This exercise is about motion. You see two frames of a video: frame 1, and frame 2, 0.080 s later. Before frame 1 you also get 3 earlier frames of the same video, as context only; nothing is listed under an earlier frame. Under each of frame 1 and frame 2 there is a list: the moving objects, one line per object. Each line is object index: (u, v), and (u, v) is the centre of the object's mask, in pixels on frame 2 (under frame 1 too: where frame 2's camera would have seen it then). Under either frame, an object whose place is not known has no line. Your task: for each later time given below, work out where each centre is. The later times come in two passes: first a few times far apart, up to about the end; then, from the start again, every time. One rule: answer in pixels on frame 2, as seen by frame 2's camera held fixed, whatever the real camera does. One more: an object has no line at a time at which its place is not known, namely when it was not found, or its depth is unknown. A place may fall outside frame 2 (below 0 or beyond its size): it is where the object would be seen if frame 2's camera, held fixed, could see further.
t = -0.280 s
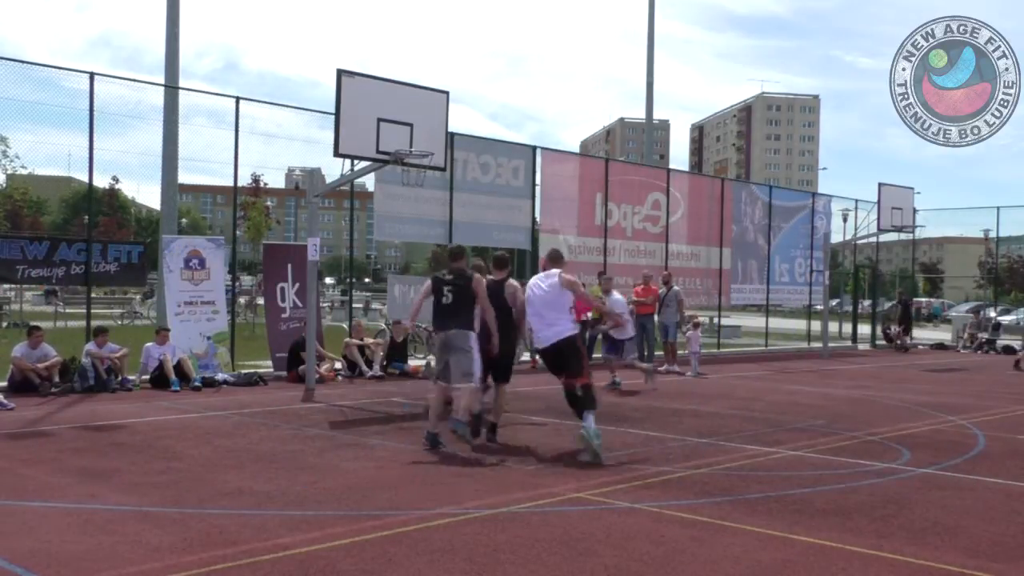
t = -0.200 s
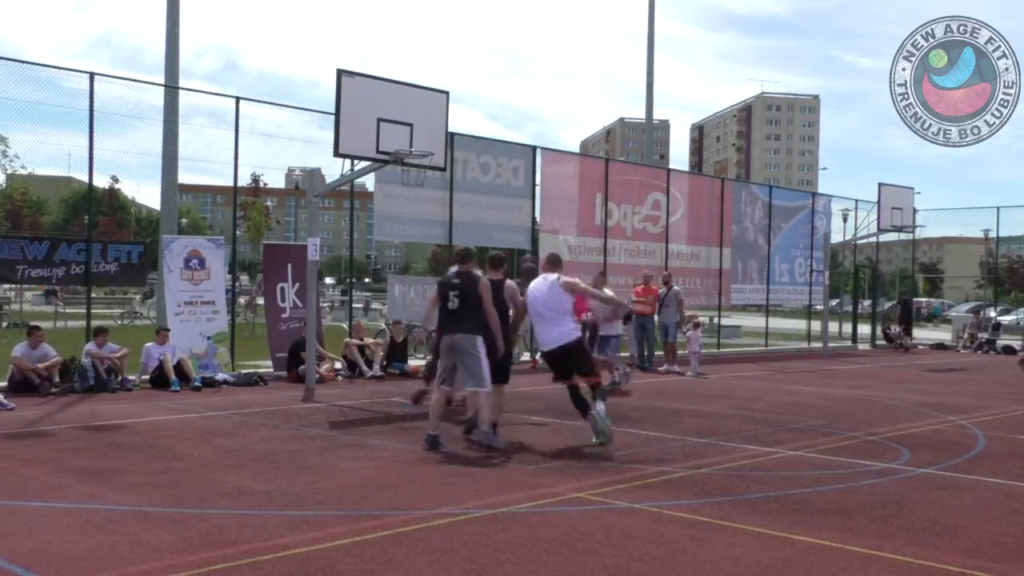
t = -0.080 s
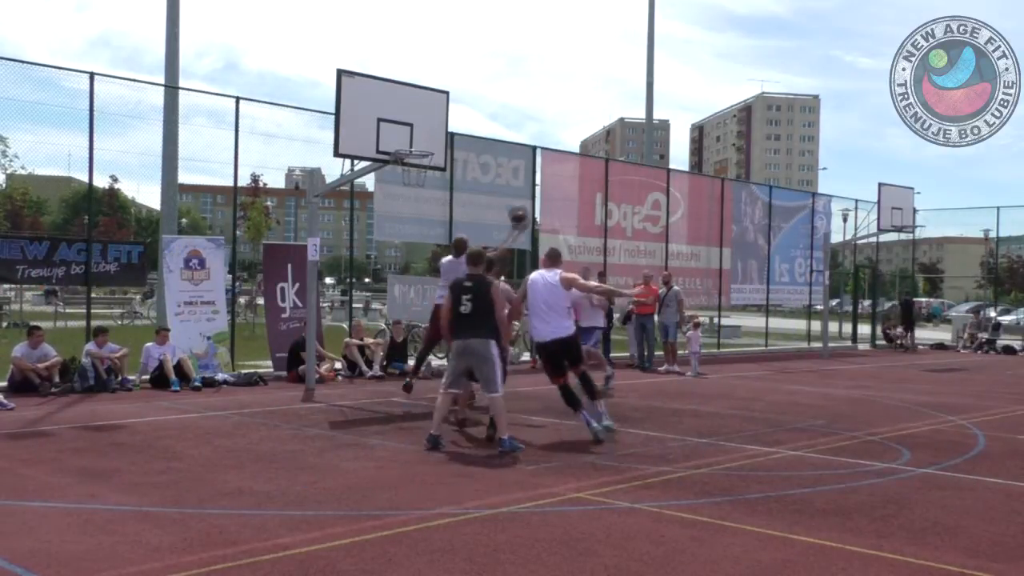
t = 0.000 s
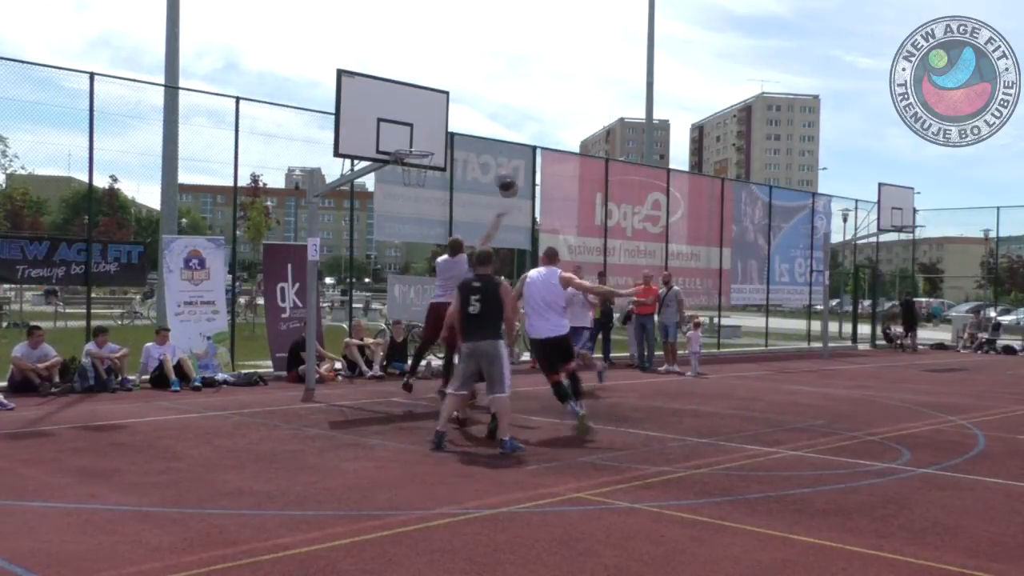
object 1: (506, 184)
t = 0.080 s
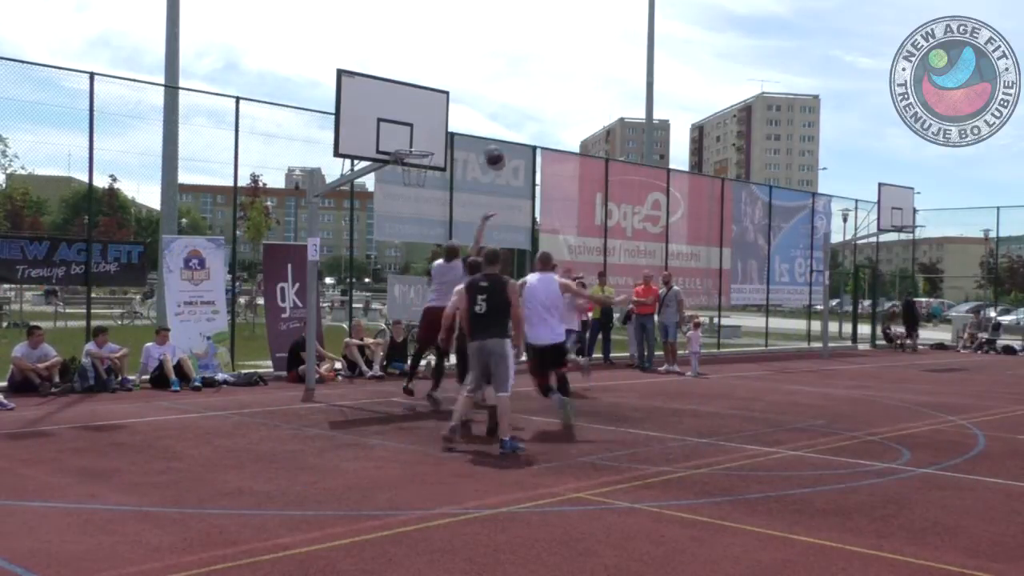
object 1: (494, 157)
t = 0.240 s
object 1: (471, 123)
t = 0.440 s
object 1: (441, 108)
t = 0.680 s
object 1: (405, 133)
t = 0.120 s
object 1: (489, 149)
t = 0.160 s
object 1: (483, 137)
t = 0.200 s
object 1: (476, 129)
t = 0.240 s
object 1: (471, 123)
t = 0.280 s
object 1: (465, 117)
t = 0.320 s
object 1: (459, 113)
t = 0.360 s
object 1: (453, 110)
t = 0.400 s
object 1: (447, 108)
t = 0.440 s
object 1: (441, 108)
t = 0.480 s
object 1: (435, 109)
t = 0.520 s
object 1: (429, 111)
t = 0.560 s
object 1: (423, 114)
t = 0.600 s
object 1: (418, 119)
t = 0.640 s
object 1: (411, 126)
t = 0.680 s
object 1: (405, 133)
